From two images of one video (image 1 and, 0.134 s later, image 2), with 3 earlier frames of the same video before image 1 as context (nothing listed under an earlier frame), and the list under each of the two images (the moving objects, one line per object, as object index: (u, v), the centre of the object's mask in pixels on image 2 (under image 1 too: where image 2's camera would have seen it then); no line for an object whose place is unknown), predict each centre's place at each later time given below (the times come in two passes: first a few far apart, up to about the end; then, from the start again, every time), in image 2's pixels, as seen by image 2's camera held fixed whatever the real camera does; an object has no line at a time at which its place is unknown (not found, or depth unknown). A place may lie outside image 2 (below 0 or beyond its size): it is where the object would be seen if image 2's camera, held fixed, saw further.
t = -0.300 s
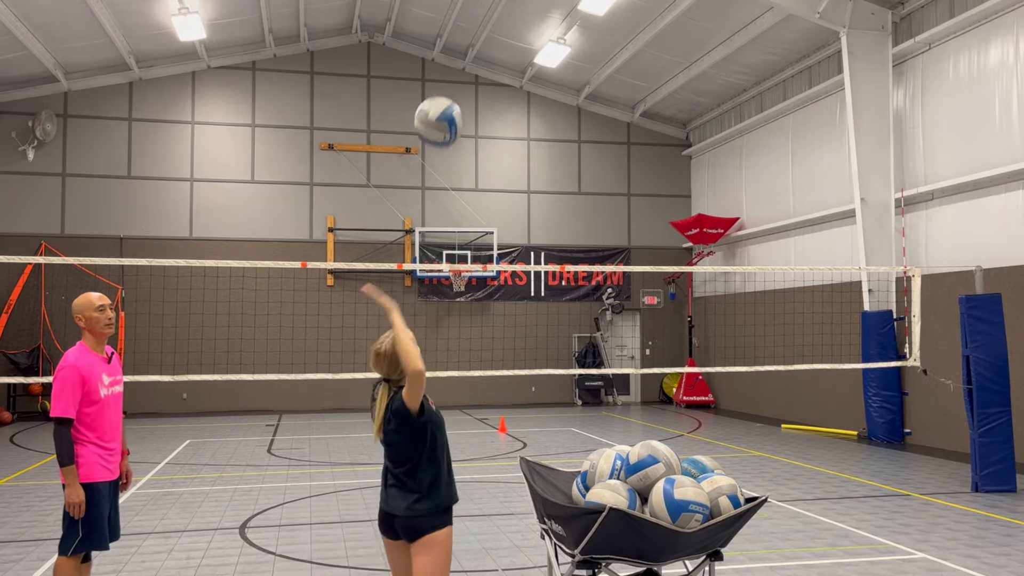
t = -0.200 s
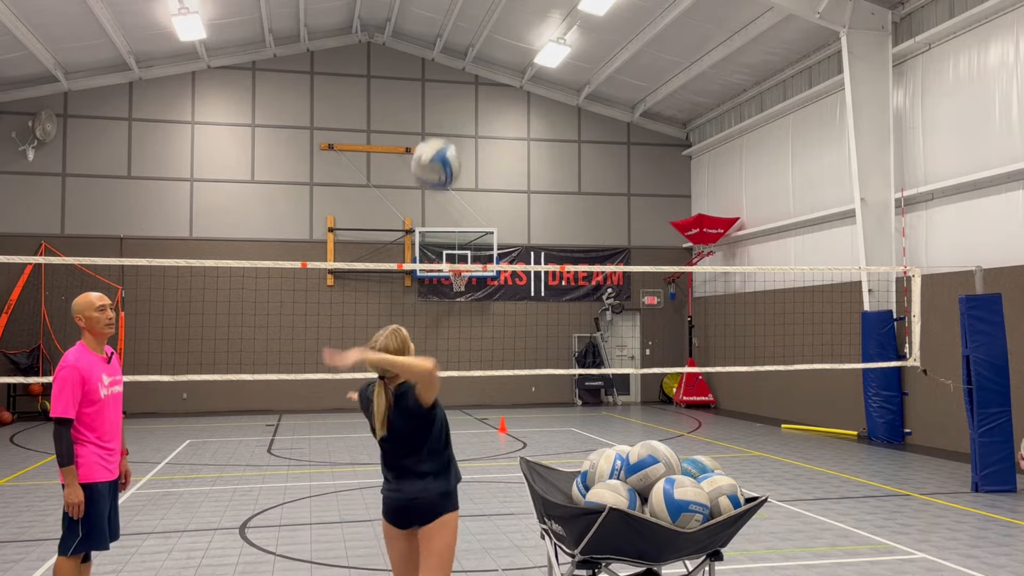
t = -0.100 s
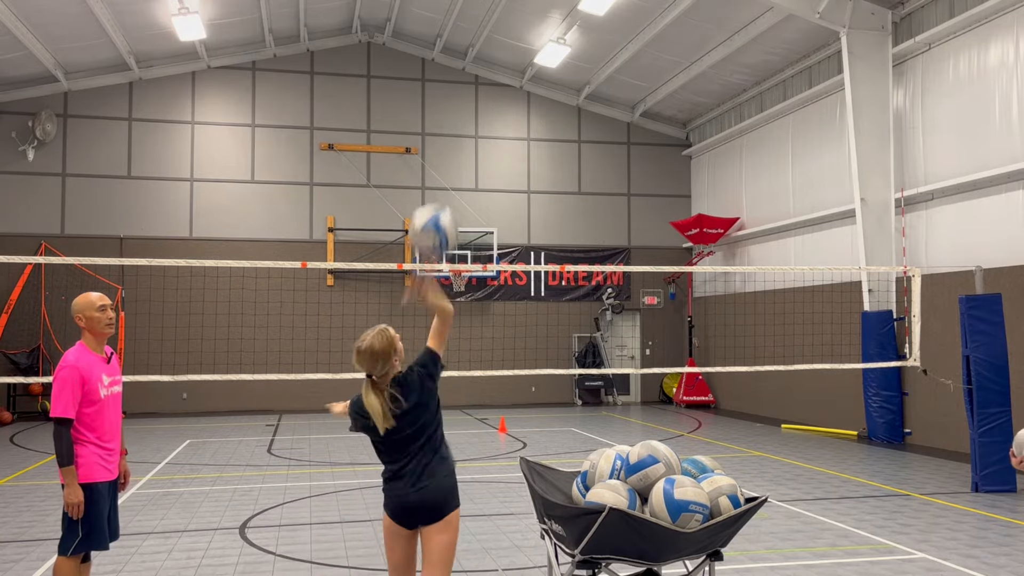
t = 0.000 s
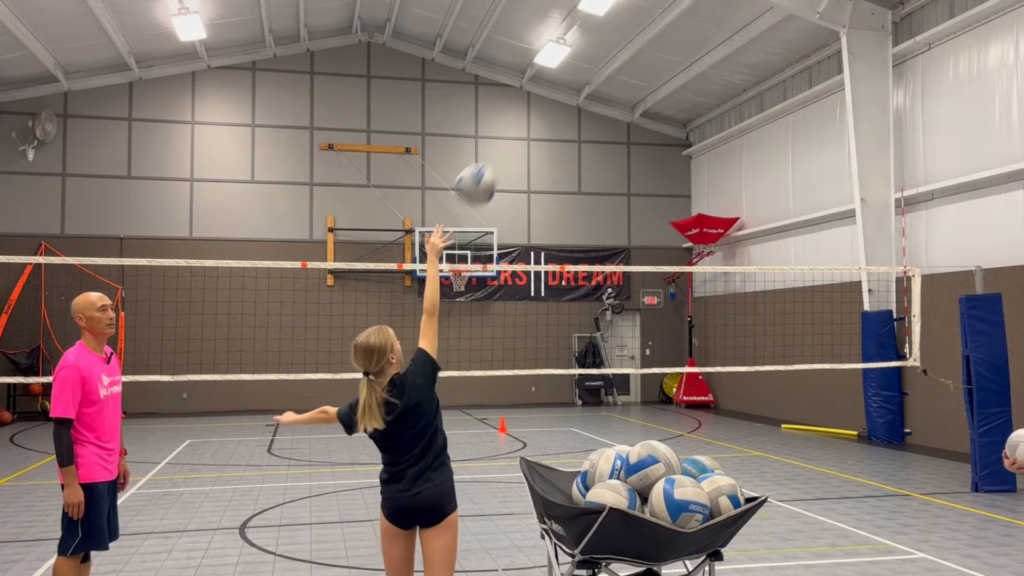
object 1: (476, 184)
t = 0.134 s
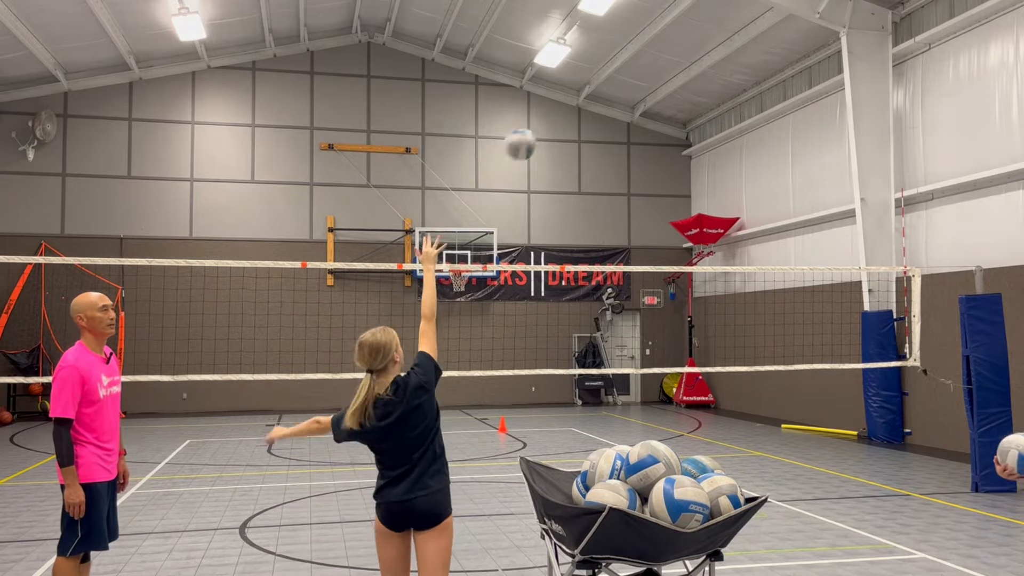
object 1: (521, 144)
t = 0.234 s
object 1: (541, 140)
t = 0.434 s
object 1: (568, 161)
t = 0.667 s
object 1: (589, 216)
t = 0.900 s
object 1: (604, 288)
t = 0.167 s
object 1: (529, 141)
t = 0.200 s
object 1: (535, 140)
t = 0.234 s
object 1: (541, 140)
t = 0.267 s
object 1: (546, 141)
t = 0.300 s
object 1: (551, 143)
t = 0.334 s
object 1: (556, 147)
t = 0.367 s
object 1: (560, 151)
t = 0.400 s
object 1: (564, 155)
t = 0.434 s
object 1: (568, 161)
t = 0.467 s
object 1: (571, 168)
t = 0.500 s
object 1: (574, 175)
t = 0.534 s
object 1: (578, 183)
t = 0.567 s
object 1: (582, 189)
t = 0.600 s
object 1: (584, 198)
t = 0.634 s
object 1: (587, 207)
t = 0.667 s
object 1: (589, 216)
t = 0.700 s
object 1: (592, 226)
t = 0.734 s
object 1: (594, 235)
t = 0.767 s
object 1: (596, 246)
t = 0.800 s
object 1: (598, 256)
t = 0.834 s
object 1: (600, 262)
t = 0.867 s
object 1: (602, 278)
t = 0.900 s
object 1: (604, 288)
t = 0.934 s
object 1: (606, 298)
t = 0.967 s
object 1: (608, 309)
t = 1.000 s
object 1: (609, 319)
